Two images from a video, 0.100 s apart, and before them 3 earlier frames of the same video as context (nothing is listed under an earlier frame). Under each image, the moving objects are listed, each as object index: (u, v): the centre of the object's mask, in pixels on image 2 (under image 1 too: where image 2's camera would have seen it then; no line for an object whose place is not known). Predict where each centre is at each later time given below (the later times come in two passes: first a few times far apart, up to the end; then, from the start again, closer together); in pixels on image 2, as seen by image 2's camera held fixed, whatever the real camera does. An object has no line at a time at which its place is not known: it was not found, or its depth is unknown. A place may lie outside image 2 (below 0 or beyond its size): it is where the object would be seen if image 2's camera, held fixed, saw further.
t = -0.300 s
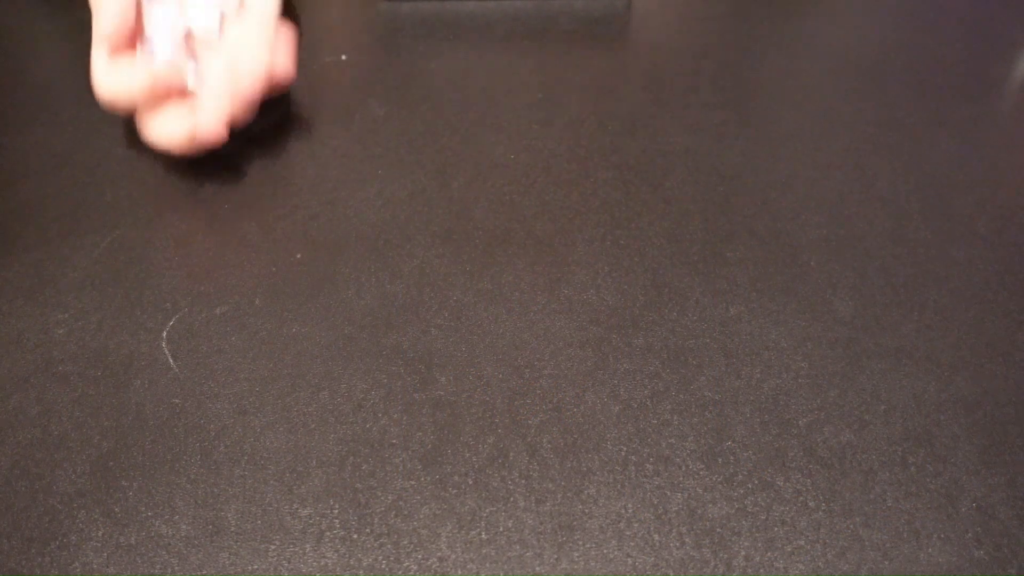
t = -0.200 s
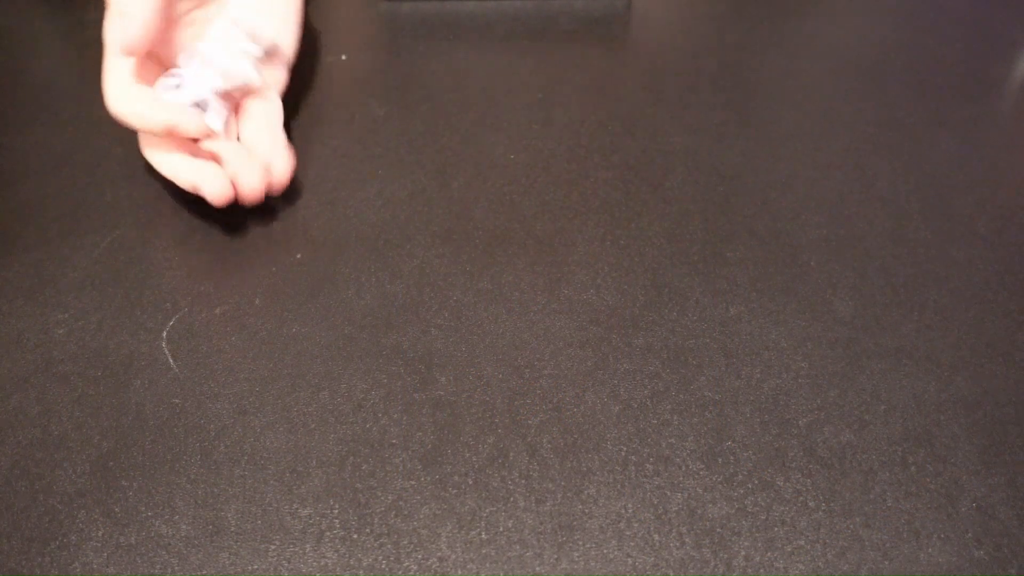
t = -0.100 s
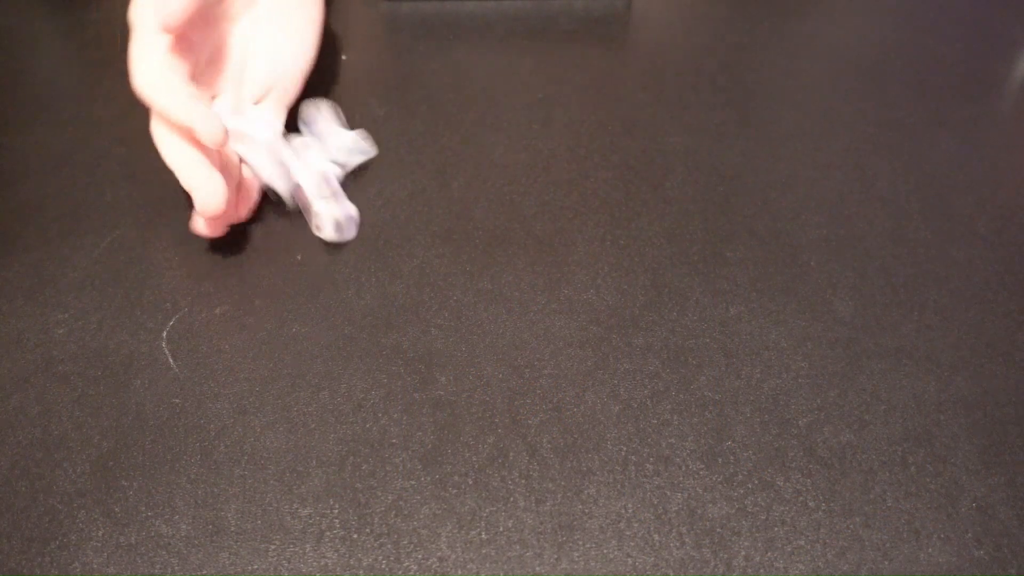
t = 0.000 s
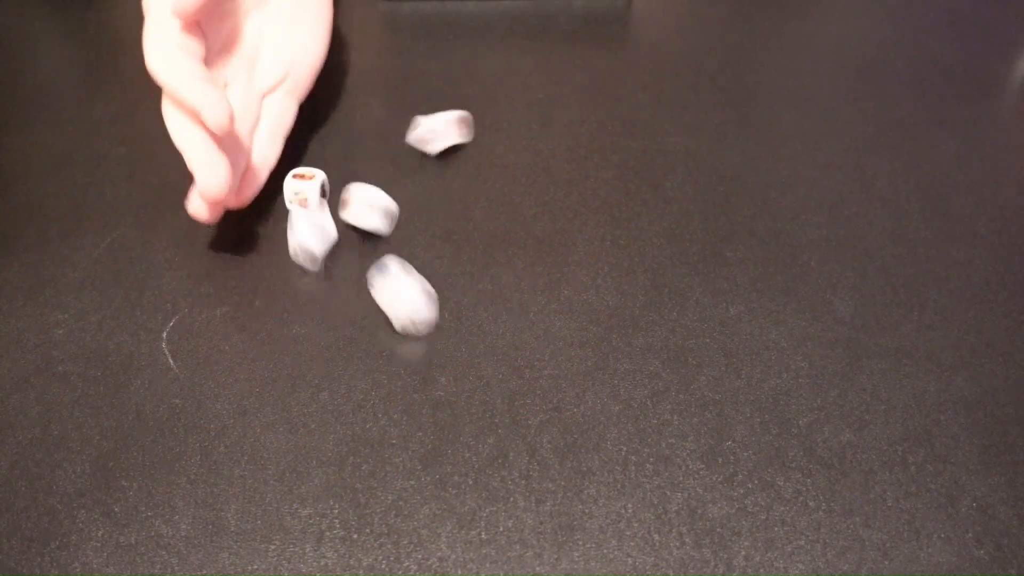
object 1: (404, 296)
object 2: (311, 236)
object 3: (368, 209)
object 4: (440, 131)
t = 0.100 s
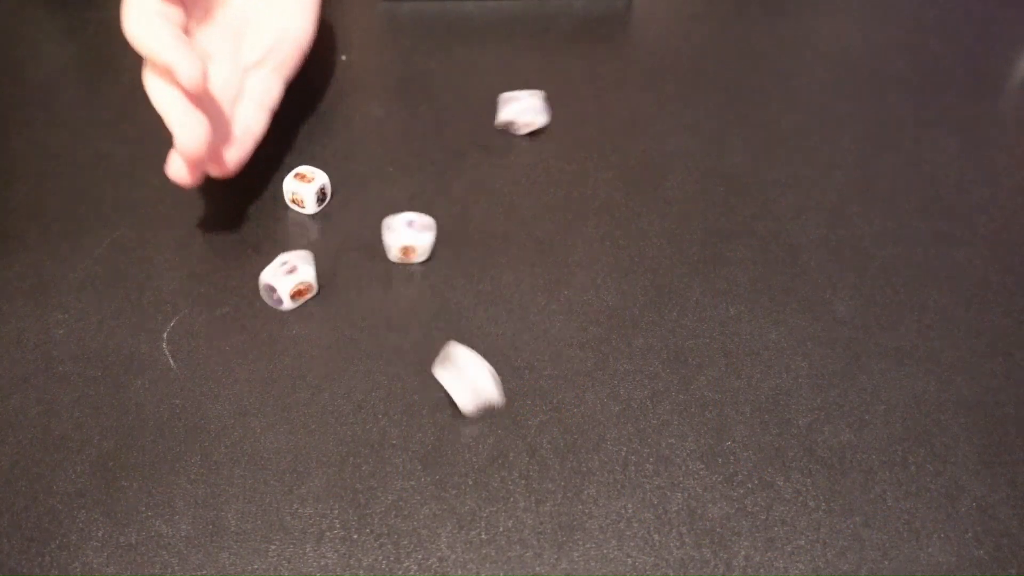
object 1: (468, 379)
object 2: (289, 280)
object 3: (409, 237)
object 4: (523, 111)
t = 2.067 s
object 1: (602, 519)
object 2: (270, 290)
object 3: (445, 237)
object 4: (673, 59)
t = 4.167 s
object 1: (602, 519)
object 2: (270, 290)
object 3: (444, 237)
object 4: (673, 59)
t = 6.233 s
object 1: (602, 519)
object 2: (270, 290)
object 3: (444, 237)
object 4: (673, 59)
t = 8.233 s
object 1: (602, 519)
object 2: (270, 290)
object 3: (445, 237)
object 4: (673, 59)
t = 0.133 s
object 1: (494, 407)
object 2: (279, 287)
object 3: (421, 236)
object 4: (547, 107)
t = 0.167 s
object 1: (517, 428)
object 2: (271, 289)
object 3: (428, 235)
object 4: (572, 101)
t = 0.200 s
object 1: (535, 450)
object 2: (270, 290)
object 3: (436, 235)
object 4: (593, 98)
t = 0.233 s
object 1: (551, 469)
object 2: (270, 290)
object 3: (447, 235)
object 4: (614, 97)
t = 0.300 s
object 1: (578, 496)
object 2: (270, 290)
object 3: (445, 236)
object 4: (649, 96)
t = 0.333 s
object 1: (593, 506)
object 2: (270, 290)
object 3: (444, 236)
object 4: (663, 91)
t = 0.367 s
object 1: (602, 514)
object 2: (270, 290)
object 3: (445, 236)
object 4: (677, 88)
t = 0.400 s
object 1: (604, 519)
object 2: (270, 290)
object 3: (445, 236)
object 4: (684, 83)
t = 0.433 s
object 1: (602, 519)
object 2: (270, 290)
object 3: (445, 236)
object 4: (690, 74)
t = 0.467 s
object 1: (602, 519)
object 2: (270, 290)
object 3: (445, 236)
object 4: (692, 71)
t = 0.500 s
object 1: (602, 519)
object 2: (270, 290)
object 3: (444, 236)
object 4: (690, 65)
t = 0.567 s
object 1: (603, 519)
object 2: (270, 290)
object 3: (445, 236)
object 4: (681, 60)
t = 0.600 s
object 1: (602, 519)
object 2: (270, 290)
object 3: (445, 237)
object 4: (677, 59)
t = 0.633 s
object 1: (602, 519)
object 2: (270, 290)
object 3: (445, 237)
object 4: (673, 58)
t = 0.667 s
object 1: (602, 519)
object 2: (270, 290)
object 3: (445, 236)
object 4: (670, 57)
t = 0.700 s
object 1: (603, 519)
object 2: (270, 290)
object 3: (445, 236)
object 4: (670, 57)
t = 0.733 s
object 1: (603, 519)
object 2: (270, 290)
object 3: (445, 236)
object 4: (672, 59)
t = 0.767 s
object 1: (602, 519)
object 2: (270, 290)
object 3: (445, 237)
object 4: (672, 59)
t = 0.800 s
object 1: (602, 519)
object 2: (270, 290)
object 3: (445, 236)
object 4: (673, 59)
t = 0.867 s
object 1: (602, 519)
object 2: (270, 290)
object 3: (445, 237)
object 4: (672, 59)
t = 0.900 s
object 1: (602, 519)
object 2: (270, 290)
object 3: (445, 237)
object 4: (673, 59)
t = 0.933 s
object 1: (602, 519)
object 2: (270, 290)
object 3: (445, 237)
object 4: (673, 59)
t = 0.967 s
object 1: (602, 519)
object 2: (270, 290)
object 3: (445, 237)
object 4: (673, 59)
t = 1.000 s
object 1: (602, 519)
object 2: (270, 290)
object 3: (445, 237)
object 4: (673, 59)
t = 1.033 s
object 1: (602, 519)
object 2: (270, 290)
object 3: (445, 237)
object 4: (673, 59)
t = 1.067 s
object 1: (602, 519)
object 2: (270, 290)
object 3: (445, 237)
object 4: (673, 59)
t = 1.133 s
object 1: (602, 519)
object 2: (270, 290)
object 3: (444, 237)
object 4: (673, 59)
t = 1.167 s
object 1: (602, 519)
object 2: (270, 290)
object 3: (445, 237)
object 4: (673, 59)
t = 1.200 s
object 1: (602, 519)
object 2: (270, 290)
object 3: (444, 237)
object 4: (673, 59)
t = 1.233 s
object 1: (602, 519)
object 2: (270, 290)
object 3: (445, 237)
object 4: (673, 59)
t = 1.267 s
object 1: (602, 519)
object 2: (270, 290)
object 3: (445, 237)
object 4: (672, 59)
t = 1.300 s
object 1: (602, 519)
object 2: (270, 290)
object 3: (445, 237)
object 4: (673, 59)
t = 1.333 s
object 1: (603, 519)
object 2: (270, 290)
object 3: (445, 237)
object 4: (672, 59)
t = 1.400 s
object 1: (602, 519)
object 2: (270, 290)
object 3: (445, 237)
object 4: (673, 59)
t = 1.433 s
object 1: (602, 519)
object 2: (270, 290)
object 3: (445, 237)
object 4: (673, 59)
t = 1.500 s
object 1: (602, 519)
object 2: (270, 290)
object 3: (445, 237)
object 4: (673, 59)
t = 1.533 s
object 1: (602, 519)
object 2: (270, 290)
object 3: (445, 237)
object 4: (673, 59)
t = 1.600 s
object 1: (603, 519)
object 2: (270, 290)
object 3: (445, 237)
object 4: (673, 59)
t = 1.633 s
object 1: (603, 519)
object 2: (270, 290)
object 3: (445, 237)
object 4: (673, 59)
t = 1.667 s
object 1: (602, 519)
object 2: (270, 290)
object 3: (445, 237)
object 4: (673, 59)
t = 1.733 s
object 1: (602, 519)
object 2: (270, 290)
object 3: (444, 237)
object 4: (673, 59)
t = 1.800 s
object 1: (602, 519)
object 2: (270, 290)
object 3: (445, 237)
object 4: (673, 59)
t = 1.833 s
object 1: (602, 519)
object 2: (270, 290)
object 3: (445, 237)
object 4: (673, 59)
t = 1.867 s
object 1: (602, 519)
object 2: (270, 290)
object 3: (445, 237)
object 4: (672, 59)
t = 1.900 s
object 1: (602, 519)
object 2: (270, 290)
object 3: (445, 237)
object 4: (673, 59)
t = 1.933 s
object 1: (602, 519)
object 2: (270, 290)
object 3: (444, 237)
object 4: (673, 59)
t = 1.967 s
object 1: (602, 519)
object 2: (270, 290)
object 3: (444, 237)
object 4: (673, 59)
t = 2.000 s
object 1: (602, 519)
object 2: (270, 290)
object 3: (444, 237)
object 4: (673, 59)
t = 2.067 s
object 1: (602, 519)
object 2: (270, 290)
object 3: (445, 237)
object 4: (673, 59)
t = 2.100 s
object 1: (602, 519)
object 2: (270, 290)
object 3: (445, 237)
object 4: (673, 59)
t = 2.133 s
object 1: (602, 519)
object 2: (270, 290)
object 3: (445, 237)
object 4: (673, 59)
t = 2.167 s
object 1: (602, 519)
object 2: (270, 290)
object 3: (445, 237)
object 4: (673, 59)
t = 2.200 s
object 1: (602, 519)
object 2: (270, 290)
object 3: (445, 237)
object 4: (673, 59)
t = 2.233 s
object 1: (602, 519)
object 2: (270, 290)
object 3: (445, 237)
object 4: (673, 59)
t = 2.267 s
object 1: (602, 519)
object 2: (270, 290)
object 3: (445, 237)
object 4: (673, 59)
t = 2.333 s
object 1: (602, 519)
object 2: (270, 290)
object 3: (445, 237)
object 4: (673, 59)
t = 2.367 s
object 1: (602, 519)
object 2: (270, 290)
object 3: (445, 237)
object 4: (673, 59)
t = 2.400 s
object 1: (602, 519)
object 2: (270, 290)
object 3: (445, 237)
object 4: (673, 59)
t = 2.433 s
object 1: (602, 519)
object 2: (270, 290)
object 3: (445, 237)
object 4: (673, 59)
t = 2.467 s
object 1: (602, 519)
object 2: (270, 290)
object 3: (445, 237)
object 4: (673, 59)
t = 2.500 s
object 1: (602, 519)
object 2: (270, 290)
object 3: (445, 237)
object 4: (673, 59)
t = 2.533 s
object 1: (602, 519)
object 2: (270, 290)
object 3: (445, 237)
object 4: (673, 59)
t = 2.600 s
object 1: (602, 519)
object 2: (270, 290)
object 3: (445, 237)
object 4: (673, 59)
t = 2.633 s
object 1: (602, 519)
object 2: (270, 290)
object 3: (445, 237)
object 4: (673, 59)
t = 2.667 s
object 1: (602, 519)
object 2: (270, 290)
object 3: (445, 237)
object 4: (673, 59)
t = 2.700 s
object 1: (602, 519)
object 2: (270, 290)
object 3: (445, 237)
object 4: (673, 59)
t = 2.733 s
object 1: (602, 519)
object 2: (270, 290)
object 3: (445, 237)
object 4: (673, 59)
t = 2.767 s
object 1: (602, 519)
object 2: (270, 290)
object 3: (445, 237)
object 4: (673, 59)
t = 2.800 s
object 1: (602, 519)
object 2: (270, 290)
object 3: (445, 237)
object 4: (673, 59)
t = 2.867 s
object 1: (602, 519)
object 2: (270, 290)
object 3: (445, 237)
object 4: (673, 59)
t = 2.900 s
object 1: (602, 519)
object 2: (270, 290)
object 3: (445, 237)
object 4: (673, 59)
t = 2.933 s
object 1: (602, 519)
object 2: (270, 290)
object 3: (445, 237)
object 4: (673, 59)
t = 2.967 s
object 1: (602, 519)
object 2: (270, 290)
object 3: (445, 237)
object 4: (673, 59)
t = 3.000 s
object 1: (602, 519)
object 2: (270, 290)
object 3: (445, 237)
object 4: (673, 59)
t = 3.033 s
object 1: (603, 519)
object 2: (270, 290)
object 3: (445, 237)
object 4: (673, 59)
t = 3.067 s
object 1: (603, 519)
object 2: (270, 290)
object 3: (445, 237)
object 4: (673, 59)
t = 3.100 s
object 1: (603, 519)
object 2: (270, 290)
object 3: (445, 237)
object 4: (673, 59)
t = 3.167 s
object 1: (602, 519)
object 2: (270, 290)
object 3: (445, 237)
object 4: (673, 59)
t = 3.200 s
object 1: (602, 519)
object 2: (270, 290)
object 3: (445, 237)
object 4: (673, 59)
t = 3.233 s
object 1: (602, 519)
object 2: (270, 290)
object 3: (445, 237)
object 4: (673, 59)
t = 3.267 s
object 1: (602, 519)
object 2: (270, 290)
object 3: (445, 237)
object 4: (673, 59)
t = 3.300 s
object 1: (602, 519)
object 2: (270, 290)
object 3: (445, 237)
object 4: (673, 59)
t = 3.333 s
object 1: (602, 519)
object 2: (270, 290)
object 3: (445, 237)
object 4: (673, 59)
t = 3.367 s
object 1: (602, 519)
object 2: (270, 290)
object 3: (445, 237)
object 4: (673, 59)
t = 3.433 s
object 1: (602, 519)
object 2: (270, 290)
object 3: (445, 237)
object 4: (673, 59)
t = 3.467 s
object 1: (602, 519)
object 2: (270, 290)
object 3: (445, 237)
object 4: (673, 59)
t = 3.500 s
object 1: (603, 519)
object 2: (270, 290)
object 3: (445, 237)
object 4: (673, 59)
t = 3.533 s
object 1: (602, 519)
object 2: (270, 290)
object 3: (445, 237)
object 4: (673, 59)
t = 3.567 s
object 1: (602, 519)
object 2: (270, 290)
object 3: (445, 237)
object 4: (673, 59)
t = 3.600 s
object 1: (602, 519)
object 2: (270, 290)
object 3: (445, 237)
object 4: (673, 59)
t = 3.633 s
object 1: (602, 519)
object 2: (270, 290)
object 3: (445, 237)
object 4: (673, 59)
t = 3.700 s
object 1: (603, 519)
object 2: (270, 290)
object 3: (445, 237)
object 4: (673, 59)
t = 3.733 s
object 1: (603, 519)
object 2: (270, 290)
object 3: (445, 237)
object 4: (673, 59)
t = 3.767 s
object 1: (602, 519)
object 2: (270, 290)
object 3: (445, 237)
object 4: (673, 59)
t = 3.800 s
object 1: (602, 519)
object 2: (270, 290)
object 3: (445, 237)
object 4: (673, 59)
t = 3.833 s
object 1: (602, 519)
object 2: (270, 290)
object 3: (445, 237)
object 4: (673, 59)
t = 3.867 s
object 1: (602, 519)
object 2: (270, 290)
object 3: (445, 237)
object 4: (673, 59)
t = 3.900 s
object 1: (602, 519)
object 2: (270, 290)
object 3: (445, 237)
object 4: (673, 59)
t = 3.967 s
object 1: (602, 519)
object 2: (270, 290)
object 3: (445, 237)
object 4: (673, 59)
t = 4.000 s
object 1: (602, 519)
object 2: (270, 290)
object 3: (445, 237)
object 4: (673, 59)
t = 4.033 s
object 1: (602, 519)
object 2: (270, 290)
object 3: (445, 237)
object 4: (673, 59)
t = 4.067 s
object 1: (602, 519)
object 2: (270, 290)
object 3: (444, 237)
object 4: (673, 59)
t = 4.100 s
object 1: (602, 519)
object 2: (270, 290)
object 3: (444, 237)
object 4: (673, 59)
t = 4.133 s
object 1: (602, 519)
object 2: (270, 290)
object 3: (444, 237)
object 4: (673, 59)
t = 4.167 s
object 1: (602, 519)
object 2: (270, 290)
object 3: (444, 237)
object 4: (673, 59)
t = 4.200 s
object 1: (602, 519)
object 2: (270, 290)
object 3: (445, 237)
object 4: (673, 59)
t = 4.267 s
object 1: (602, 519)
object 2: (270, 290)
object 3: (445, 237)
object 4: (673, 59)
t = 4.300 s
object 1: (602, 519)
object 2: (270, 290)
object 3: (444, 237)
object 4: (673, 59)
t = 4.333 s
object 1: (602, 519)
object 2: (270, 290)
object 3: (445, 237)
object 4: (673, 59)
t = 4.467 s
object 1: (602, 519)
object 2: (270, 290)
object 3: (444, 237)
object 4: (673, 59)
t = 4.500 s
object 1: (602, 519)
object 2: (270, 290)
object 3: (445, 237)
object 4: (673, 59)
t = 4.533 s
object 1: (602, 519)
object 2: (270, 290)
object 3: (444, 237)
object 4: (673, 59)
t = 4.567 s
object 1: (602, 519)
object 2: (270, 290)
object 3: (445, 237)
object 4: (673, 59)
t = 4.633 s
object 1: (602, 519)
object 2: (270, 290)
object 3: (445, 237)
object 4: (673, 59)
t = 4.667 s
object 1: (602, 519)
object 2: (270, 290)
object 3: (444, 237)
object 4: (673, 59)
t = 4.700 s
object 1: (602, 519)
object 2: (270, 290)
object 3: (445, 237)
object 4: (673, 59)
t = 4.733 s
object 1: (602, 519)
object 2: (270, 290)
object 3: (444, 237)
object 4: (673, 59)
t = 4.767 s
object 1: (602, 519)
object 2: (270, 290)
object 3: (445, 237)
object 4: (673, 59)
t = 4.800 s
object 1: (602, 519)
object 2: (270, 290)
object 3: (444, 237)
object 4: (673, 59)
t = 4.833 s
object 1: (602, 519)
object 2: (270, 290)
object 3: (444, 237)
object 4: (673, 59)
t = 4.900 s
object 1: (602, 519)
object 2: (270, 290)
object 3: (445, 237)
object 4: (673, 59)
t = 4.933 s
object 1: (602, 519)
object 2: (270, 290)
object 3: (445, 237)
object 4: (673, 59)
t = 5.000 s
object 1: (602, 519)
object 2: (270, 290)
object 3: (445, 237)
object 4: (673, 59)
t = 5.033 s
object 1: (602, 519)
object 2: (270, 290)
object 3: (444, 237)
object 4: (673, 59)
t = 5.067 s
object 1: (602, 519)
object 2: (270, 290)
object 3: (444, 237)
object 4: (673, 59)
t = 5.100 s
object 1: (602, 519)
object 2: (270, 290)
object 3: (445, 237)
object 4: (673, 59)
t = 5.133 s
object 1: (602, 519)
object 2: (270, 290)
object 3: (444, 237)
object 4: (673, 59)
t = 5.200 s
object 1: (602, 519)
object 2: (270, 290)
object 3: (444, 237)
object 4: (673, 59)
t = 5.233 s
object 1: (602, 519)
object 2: (270, 290)
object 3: (445, 237)
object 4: (673, 59)
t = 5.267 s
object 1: (602, 519)
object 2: (270, 290)
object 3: (444, 237)
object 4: (673, 59)
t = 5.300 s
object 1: (602, 519)
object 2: (270, 290)
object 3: (444, 237)
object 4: (673, 59)
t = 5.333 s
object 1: (602, 519)
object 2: (270, 290)
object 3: (444, 237)
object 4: (673, 59)
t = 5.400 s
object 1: (602, 519)
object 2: (270, 290)
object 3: (445, 237)
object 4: (673, 59)
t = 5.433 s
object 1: (602, 519)
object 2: (270, 290)
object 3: (444, 237)
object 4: (673, 59)
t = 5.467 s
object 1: (602, 519)
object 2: (270, 290)
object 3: (444, 237)
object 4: (673, 59)
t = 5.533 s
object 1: (602, 519)
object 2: (270, 290)
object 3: (444, 237)
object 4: (673, 59)
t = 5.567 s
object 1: (602, 519)
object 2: (270, 290)
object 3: (444, 237)
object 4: (673, 59)
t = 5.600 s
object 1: (602, 519)
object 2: (270, 290)
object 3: (444, 237)
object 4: (673, 59)
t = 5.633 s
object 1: (602, 519)
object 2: (270, 290)
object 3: (444, 237)
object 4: (673, 59)
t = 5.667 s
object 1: (602, 519)
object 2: (270, 290)
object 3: (445, 237)
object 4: (673, 59)
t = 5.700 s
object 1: (602, 519)
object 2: (270, 290)
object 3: (445, 237)
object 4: (673, 59)
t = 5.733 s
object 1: (602, 519)
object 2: (270, 290)
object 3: (444, 237)
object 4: (673, 59)
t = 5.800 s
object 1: (602, 519)
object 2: (270, 290)
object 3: (444, 237)
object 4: (673, 59)
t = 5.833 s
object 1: (602, 519)
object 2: (270, 290)
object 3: (445, 237)
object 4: (673, 59)
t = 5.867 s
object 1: (602, 519)
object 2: (270, 290)
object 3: (444, 237)
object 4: (673, 59)
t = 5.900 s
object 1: (602, 519)
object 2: (270, 290)
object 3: (445, 237)
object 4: (673, 59)
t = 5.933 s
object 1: (602, 519)
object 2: (270, 290)
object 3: (444, 237)
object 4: (673, 59)
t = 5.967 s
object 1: (602, 519)
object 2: (270, 290)
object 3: (444, 237)
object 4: (673, 59)
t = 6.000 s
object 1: (602, 519)
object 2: (270, 290)
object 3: (444, 237)
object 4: (673, 59)
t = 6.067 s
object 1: (602, 518)
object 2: (270, 290)
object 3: (445, 237)
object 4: (673, 59)
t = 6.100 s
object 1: (602, 519)
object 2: (270, 290)
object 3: (444, 237)
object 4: (673, 59)
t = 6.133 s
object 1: (602, 519)
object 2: (270, 290)
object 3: (445, 237)
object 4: (673, 59)
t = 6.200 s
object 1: (602, 519)
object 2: (270, 290)
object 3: (445, 237)
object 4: (673, 59)
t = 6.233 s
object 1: (602, 519)
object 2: (270, 290)
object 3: (444, 237)
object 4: (673, 59)
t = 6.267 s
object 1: (602, 519)
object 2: (270, 290)
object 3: (444, 237)
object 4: (673, 59)
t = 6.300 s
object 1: (602, 519)
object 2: (270, 290)
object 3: (444, 237)
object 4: (673, 59)
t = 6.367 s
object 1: (602, 519)
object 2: (270, 290)
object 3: (444, 237)
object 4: (673, 59)
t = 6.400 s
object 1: (602, 519)
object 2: (270, 290)
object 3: (444, 237)
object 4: (673, 59)
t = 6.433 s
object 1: (602, 519)
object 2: (270, 290)
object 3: (445, 237)
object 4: (673, 59)
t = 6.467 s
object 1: (602, 519)
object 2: (270, 290)
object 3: (445, 237)
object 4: (673, 59)
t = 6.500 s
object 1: (602, 518)
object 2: (270, 290)
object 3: (444, 237)
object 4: (673, 59)
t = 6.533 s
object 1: (602, 519)
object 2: (270, 290)
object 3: (445, 237)
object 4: (673, 59)
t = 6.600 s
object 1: (602, 518)
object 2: (270, 290)
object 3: (444, 237)
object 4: (673, 59)
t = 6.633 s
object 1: (602, 519)
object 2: (270, 290)
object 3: (444, 237)
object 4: (673, 59)
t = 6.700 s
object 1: (602, 519)
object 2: (270, 290)
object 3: (444, 237)
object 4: (673, 59)
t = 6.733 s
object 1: (602, 518)
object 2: (270, 290)
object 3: (445, 237)
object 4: (673, 59)
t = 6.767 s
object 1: (602, 519)
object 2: (270, 290)
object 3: (444, 237)
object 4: (673, 59)
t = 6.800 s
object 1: (602, 519)
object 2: (270, 290)
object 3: (444, 237)
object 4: (673, 59)
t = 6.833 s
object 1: (602, 519)
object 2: (270, 290)
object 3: (445, 237)
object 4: (673, 59)
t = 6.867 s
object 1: (602, 519)
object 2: (270, 290)
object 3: (444, 237)
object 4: (673, 59)
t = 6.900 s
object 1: (602, 519)
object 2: (270, 290)
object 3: (444, 237)
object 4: (673, 59)
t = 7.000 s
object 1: (602, 518)
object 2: (270, 290)
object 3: (444, 237)
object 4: (673, 59)
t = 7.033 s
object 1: (602, 519)
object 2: (270, 290)
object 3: (445, 237)
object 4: (673, 59)
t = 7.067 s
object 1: (602, 519)
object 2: (270, 290)
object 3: (444, 237)
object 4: (673, 59)
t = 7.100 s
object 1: (602, 519)
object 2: (270, 290)
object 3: (445, 237)
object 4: (673, 59)
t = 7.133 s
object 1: (602, 519)
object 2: (270, 290)
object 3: (444, 237)
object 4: (673, 59)
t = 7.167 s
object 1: (602, 519)
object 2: (270, 290)
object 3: (445, 237)
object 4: (673, 59)
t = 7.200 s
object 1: (602, 519)
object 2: (270, 290)
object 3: (445, 237)
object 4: (673, 59)
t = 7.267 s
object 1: (602, 519)
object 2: (270, 290)
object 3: (445, 237)
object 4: (672, 59)
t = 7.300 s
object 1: (602, 519)
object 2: (270, 290)
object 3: (445, 237)
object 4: (673, 59)
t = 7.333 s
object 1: (602, 519)
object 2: (270, 290)
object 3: (444, 237)
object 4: (673, 59)
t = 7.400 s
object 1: (602, 518)
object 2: (270, 290)
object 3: (444, 237)
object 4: (673, 59)
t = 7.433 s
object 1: (602, 519)
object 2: (270, 290)
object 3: (444, 237)
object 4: (673, 59)
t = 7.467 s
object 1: (602, 519)
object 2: (270, 290)
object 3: (444, 237)
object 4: (673, 59)
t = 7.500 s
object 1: (602, 519)
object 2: (270, 290)
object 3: (445, 237)
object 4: (673, 59)
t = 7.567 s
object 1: (602, 519)
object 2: (270, 290)
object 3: (445, 237)
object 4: (673, 59)
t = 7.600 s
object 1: (602, 519)
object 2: (270, 290)
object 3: (444, 237)
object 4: (673, 59)
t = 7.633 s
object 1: (602, 519)
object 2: (270, 290)
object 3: (444, 237)
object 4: (673, 59)
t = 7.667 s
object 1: (602, 519)
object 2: (270, 290)
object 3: (444, 237)
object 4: (673, 59)
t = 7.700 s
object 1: (602, 519)
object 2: (270, 290)
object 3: (445, 237)
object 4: (673, 59)
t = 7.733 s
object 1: (602, 519)
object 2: (270, 290)
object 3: (444, 237)
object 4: (673, 59)
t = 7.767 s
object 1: (602, 519)
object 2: (270, 290)
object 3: (445, 237)
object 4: (673, 59)
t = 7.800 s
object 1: (602, 519)
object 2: (270, 290)
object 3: (444, 237)
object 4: (673, 59)
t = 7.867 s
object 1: (602, 519)
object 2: (270, 290)
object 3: (444, 237)
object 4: (673, 59)
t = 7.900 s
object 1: (602, 519)
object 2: (270, 290)
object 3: (445, 237)
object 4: (673, 59)
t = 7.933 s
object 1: (602, 519)
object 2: (270, 290)
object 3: (445, 237)
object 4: (673, 59)
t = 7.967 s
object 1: (603, 519)
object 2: (270, 290)
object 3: (445, 237)
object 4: (673, 59)
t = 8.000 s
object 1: (603, 519)
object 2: (270, 290)
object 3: (445, 237)
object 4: (673, 59)
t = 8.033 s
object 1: (602, 519)
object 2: (270, 290)
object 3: (445, 237)
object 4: (673, 59)
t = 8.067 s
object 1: (602, 519)
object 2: (270, 290)
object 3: (445, 237)
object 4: (673, 59)
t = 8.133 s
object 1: (603, 519)
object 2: (270, 290)
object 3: (445, 237)
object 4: (673, 59)
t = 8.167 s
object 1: (602, 519)
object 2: (270, 290)
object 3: (445, 237)
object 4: (673, 59)
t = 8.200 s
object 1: (602, 519)
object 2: (270, 290)
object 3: (445, 237)
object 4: (673, 59)
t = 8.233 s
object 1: (602, 519)
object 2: (270, 290)
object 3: (445, 237)
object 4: (673, 59)
